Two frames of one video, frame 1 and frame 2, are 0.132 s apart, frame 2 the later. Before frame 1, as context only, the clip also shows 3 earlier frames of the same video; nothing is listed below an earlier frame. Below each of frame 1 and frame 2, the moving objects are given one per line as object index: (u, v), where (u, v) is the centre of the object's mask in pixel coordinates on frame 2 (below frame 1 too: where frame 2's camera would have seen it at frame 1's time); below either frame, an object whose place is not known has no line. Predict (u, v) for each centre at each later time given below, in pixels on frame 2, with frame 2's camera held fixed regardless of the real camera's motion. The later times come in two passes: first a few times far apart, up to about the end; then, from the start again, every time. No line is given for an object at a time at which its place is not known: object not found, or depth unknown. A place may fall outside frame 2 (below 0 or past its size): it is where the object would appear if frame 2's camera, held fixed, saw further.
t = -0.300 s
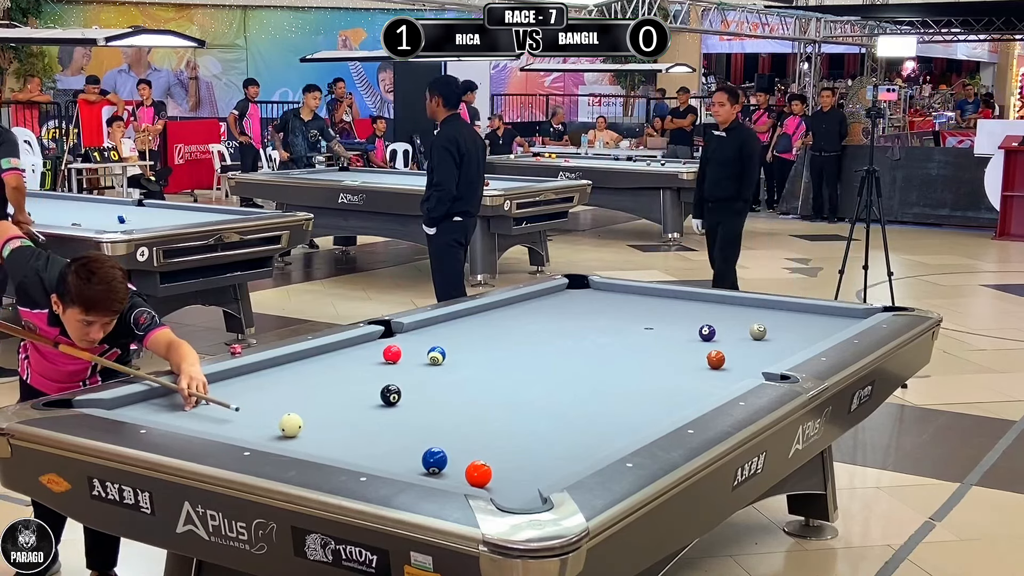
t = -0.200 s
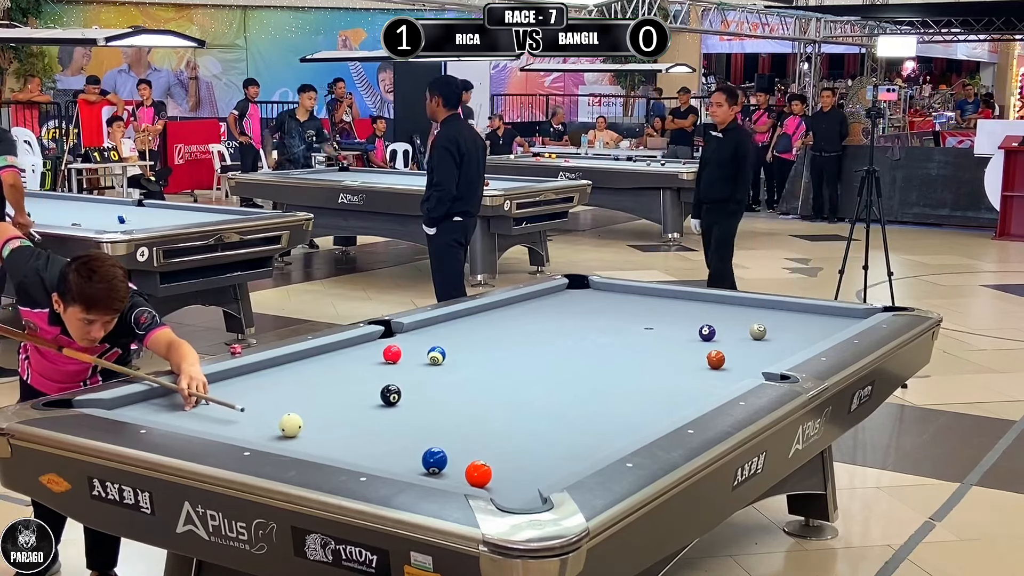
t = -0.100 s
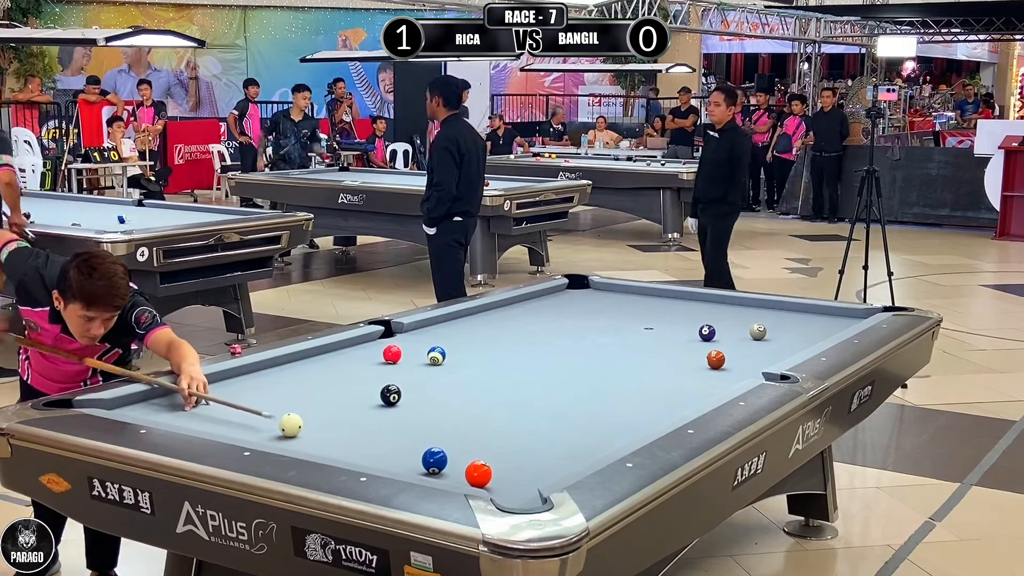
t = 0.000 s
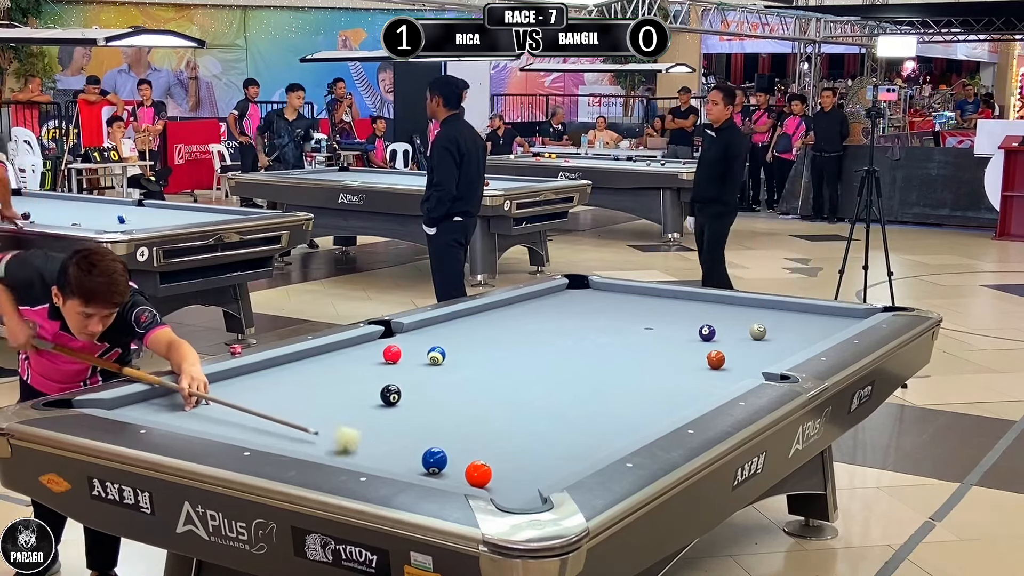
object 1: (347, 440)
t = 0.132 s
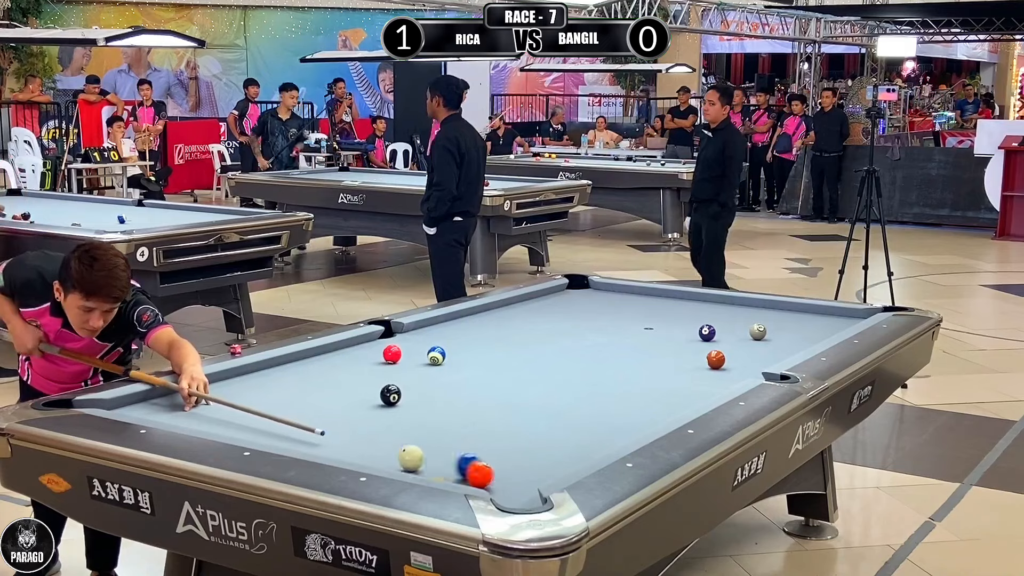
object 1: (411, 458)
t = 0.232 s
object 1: (415, 462)
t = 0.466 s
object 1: (434, 471)
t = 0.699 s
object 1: (467, 479)
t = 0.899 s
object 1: (507, 490)
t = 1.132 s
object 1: (513, 490)
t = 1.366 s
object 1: (498, 487)
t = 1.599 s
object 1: (485, 482)
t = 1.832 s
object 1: (473, 479)
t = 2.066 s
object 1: (463, 477)
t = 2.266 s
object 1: (457, 476)
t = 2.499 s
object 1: (451, 474)
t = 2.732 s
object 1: (447, 474)
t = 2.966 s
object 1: (445, 473)
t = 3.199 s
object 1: (446, 473)
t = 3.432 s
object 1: (446, 473)
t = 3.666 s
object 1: (446, 473)
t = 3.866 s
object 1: (446, 473)
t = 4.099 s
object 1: (446, 473)
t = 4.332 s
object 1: (446, 473)
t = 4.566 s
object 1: (446, 473)
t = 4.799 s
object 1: (446, 473)
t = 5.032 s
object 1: (446, 473)
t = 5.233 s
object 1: (447, 473)
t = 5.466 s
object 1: (447, 473)
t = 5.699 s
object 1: (447, 473)
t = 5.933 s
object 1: (447, 473)
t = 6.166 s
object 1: (447, 474)
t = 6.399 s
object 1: (447, 473)
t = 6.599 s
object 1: (447, 473)
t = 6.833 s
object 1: (447, 473)
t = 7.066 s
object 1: (447, 473)
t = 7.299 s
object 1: (447, 473)
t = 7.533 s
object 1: (447, 473)
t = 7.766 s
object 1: (447, 473)
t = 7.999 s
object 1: (447, 473)
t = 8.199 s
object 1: (447, 473)
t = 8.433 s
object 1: (447, 473)
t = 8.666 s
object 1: (447, 473)
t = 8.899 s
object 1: (447, 473)
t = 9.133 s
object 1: (447, 473)
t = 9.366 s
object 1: (446, 473)
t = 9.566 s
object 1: (447, 473)
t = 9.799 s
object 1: (447, 473)
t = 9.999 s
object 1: (447, 473)
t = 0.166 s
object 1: (411, 460)
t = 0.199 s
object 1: (413, 461)
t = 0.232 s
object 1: (415, 462)
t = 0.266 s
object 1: (418, 464)
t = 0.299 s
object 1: (421, 465)
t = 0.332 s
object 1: (423, 466)
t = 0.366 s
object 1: (426, 467)
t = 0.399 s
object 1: (429, 468)
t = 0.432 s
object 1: (432, 470)
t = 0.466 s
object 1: (434, 471)
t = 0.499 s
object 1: (438, 472)
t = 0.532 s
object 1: (440, 473)
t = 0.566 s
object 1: (444, 475)
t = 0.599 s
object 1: (448, 475)
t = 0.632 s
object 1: (456, 477)
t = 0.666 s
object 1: (462, 477)
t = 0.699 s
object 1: (467, 479)
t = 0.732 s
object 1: (474, 480)
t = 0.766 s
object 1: (482, 481)
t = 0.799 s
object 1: (490, 484)
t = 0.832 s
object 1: (495, 487)
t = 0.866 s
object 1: (500, 488)
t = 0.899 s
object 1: (507, 490)
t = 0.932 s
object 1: (514, 491)
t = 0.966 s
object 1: (520, 492)
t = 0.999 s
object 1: (524, 492)
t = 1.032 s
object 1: (520, 492)
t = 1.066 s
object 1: (518, 492)
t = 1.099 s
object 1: (515, 491)
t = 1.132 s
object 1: (513, 490)
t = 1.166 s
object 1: (511, 490)
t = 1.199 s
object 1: (509, 489)
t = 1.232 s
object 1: (507, 489)
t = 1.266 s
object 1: (504, 488)
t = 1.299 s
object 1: (502, 488)
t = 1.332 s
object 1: (500, 487)
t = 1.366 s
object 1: (498, 487)
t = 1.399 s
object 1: (496, 486)
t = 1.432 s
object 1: (494, 485)
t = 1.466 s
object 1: (493, 484)
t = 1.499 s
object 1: (491, 484)
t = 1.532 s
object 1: (489, 483)
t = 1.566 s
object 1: (487, 482)
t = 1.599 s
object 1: (485, 482)
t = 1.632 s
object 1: (484, 481)
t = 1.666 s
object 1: (482, 481)
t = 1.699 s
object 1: (480, 480)
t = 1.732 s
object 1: (478, 480)
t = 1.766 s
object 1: (476, 479)
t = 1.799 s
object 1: (474, 479)
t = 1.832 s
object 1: (473, 479)
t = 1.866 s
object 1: (471, 479)
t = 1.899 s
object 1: (470, 478)
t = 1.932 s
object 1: (468, 478)
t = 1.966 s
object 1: (467, 478)
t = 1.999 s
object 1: (466, 477)
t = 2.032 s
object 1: (464, 477)
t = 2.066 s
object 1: (463, 477)
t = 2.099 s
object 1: (462, 477)
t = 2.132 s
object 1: (461, 476)
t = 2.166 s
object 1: (460, 476)
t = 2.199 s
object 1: (459, 476)
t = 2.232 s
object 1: (458, 476)
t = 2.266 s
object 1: (457, 476)
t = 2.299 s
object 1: (457, 476)
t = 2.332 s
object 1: (456, 476)
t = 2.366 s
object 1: (454, 475)
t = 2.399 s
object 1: (453, 475)
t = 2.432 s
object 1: (452, 475)
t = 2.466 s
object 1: (451, 474)
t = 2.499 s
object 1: (451, 474)
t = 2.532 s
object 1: (450, 474)
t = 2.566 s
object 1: (450, 474)
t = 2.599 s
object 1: (449, 474)
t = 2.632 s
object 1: (449, 474)
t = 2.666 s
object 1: (448, 474)
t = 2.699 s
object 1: (448, 474)
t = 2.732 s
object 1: (447, 474)
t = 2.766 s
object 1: (446, 473)
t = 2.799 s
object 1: (446, 473)
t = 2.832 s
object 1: (447, 473)
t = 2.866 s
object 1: (446, 473)
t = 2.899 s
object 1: (446, 473)
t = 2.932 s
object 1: (446, 473)
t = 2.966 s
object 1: (445, 473)
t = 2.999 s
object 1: (445, 473)
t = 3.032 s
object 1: (445, 473)
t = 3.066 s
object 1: (445, 473)
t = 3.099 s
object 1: (446, 473)
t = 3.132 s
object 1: (445, 473)
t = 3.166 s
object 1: (445, 473)
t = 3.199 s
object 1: (446, 473)
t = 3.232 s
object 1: (446, 473)
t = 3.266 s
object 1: (446, 473)
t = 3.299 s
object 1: (446, 473)
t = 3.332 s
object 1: (446, 473)
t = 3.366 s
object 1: (446, 473)
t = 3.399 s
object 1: (446, 473)
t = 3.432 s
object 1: (446, 473)
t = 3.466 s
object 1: (446, 473)
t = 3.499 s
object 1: (446, 473)
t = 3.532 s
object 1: (446, 473)
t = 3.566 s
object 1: (446, 473)
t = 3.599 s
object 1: (446, 473)
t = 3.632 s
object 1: (446, 473)
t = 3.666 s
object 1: (446, 473)
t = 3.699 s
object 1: (446, 473)
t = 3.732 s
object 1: (446, 473)
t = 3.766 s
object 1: (446, 473)
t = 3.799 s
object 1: (446, 473)
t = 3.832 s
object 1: (446, 473)
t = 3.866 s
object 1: (446, 473)
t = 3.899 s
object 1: (446, 473)
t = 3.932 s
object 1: (446, 473)
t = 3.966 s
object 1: (446, 473)
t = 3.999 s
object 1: (446, 473)
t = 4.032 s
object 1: (446, 473)
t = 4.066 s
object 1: (446, 473)
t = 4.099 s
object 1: (446, 473)
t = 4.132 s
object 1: (446, 473)
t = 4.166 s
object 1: (446, 473)
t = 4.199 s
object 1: (446, 473)
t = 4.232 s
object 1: (446, 473)
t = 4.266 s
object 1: (446, 473)
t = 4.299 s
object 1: (446, 473)
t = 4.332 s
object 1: (446, 473)
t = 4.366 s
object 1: (446, 473)
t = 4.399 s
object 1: (446, 473)
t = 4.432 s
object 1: (446, 473)
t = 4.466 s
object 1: (446, 473)
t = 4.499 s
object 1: (446, 473)
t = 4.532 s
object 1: (446, 473)
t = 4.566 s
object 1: (446, 473)
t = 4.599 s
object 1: (446, 473)
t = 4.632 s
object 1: (446, 473)
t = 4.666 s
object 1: (446, 473)
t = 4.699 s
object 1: (446, 473)
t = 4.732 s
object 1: (446, 473)
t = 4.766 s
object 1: (446, 473)
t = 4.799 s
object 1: (446, 473)
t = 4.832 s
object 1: (447, 473)
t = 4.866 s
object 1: (446, 473)
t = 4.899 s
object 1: (447, 473)
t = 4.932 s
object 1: (446, 473)
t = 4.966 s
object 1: (446, 473)
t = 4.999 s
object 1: (446, 473)
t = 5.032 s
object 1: (446, 473)
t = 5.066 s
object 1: (446, 473)
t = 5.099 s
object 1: (446, 473)
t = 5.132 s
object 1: (446, 473)
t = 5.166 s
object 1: (447, 473)
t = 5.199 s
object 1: (447, 473)
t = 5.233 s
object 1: (447, 473)
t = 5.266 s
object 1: (447, 473)
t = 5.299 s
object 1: (447, 473)
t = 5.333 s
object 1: (447, 473)
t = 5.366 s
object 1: (447, 473)
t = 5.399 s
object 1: (447, 473)
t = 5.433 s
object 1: (447, 473)
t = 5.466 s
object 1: (447, 473)
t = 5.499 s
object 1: (447, 473)
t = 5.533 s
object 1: (447, 473)
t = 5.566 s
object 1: (447, 473)
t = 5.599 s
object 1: (447, 473)
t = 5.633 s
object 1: (447, 473)
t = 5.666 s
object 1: (447, 473)
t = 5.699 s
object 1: (447, 473)
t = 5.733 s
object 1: (447, 473)
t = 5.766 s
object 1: (447, 473)
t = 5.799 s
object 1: (447, 473)
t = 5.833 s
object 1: (447, 473)
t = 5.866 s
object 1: (447, 473)
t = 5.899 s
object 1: (447, 473)
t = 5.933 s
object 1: (447, 473)
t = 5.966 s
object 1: (447, 473)
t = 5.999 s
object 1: (447, 473)
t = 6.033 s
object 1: (447, 473)
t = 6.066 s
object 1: (447, 473)
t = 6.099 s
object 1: (447, 473)
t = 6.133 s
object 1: (447, 473)
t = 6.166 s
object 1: (447, 474)
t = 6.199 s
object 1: (447, 473)
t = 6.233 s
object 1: (447, 473)
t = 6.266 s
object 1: (447, 473)
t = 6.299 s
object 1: (447, 473)
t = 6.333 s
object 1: (446, 473)
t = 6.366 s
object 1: (447, 473)
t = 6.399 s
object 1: (447, 473)
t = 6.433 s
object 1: (447, 473)
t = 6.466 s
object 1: (447, 473)
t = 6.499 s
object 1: (447, 473)
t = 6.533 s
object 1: (447, 473)
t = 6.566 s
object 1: (447, 473)
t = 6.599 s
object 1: (447, 473)
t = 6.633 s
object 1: (447, 473)
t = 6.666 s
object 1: (447, 473)
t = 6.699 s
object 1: (447, 473)
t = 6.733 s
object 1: (447, 473)
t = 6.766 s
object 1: (447, 473)
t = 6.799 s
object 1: (447, 473)
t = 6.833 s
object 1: (447, 473)
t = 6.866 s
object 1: (447, 473)
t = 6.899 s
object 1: (447, 473)
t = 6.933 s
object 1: (447, 473)
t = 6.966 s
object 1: (447, 473)
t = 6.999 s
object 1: (447, 473)
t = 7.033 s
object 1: (446, 473)
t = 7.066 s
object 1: (447, 473)
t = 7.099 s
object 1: (447, 473)
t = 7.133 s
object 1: (447, 473)
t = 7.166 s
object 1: (447, 473)
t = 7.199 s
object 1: (447, 473)
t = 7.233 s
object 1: (447, 473)
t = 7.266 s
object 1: (447, 473)
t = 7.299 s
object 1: (447, 473)
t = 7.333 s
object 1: (447, 473)
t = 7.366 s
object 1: (447, 473)
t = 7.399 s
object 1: (447, 473)
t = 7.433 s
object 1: (447, 473)
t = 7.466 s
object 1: (447, 473)
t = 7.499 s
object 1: (447, 473)
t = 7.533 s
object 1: (447, 473)
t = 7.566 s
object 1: (447, 473)
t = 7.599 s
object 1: (447, 473)
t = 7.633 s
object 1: (447, 473)
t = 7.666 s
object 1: (447, 473)
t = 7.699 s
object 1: (447, 473)
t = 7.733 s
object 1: (447, 473)
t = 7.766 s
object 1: (447, 473)
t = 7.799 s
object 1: (447, 473)
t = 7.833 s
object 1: (447, 473)
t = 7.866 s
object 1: (447, 473)
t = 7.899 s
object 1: (447, 473)
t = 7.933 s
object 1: (447, 473)
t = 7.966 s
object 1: (447, 473)
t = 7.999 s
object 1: (447, 473)
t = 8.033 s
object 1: (447, 473)
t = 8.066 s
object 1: (447, 473)
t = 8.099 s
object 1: (446, 473)
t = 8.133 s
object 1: (447, 473)
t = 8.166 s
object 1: (447, 473)
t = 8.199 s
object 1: (447, 473)
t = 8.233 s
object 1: (447, 473)
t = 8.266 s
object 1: (447, 473)
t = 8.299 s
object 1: (447, 473)
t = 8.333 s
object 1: (447, 473)
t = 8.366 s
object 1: (447, 473)
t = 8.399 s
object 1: (447, 473)
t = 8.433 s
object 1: (447, 473)
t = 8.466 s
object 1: (447, 473)
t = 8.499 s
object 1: (447, 473)
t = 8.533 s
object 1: (447, 473)
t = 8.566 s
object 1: (447, 473)
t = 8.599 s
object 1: (447, 473)
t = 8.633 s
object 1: (447, 473)
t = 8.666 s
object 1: (447, 473)
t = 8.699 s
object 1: (447, 473)
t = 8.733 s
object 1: (447, 473)
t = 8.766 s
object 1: (447, 473)
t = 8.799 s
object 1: (447, 473)
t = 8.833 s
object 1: (447, 473)
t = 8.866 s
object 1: (447, 473)
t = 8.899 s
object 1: (447, 473)
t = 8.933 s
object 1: (447, 473)
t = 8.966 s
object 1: (447, 473)
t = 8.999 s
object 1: (447, 473)
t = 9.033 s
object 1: (447, 473)
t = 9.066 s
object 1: (447, 473)
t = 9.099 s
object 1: (447, 473)
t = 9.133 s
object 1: (447, 473)
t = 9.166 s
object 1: (447, 473)
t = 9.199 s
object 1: (447, 473)
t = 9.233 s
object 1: (447, 473)
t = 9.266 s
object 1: (447, 473)
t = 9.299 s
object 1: (447, 473)
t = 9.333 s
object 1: (447, 473)
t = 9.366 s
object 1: (446, 473)
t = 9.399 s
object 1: (447, 473)
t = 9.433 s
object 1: (447, 473)
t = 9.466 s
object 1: (447, 473)
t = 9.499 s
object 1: (447, 473)
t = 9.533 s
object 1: (447, 473)
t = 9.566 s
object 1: (447, 473)
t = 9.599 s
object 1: (447, 473)
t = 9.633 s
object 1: (447, 473)
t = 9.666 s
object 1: (447, 473)
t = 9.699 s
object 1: (447, 473)
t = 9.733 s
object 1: (447, 473)
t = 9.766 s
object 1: (447, 473)
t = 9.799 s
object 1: (447, 473)
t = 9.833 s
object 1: (447, 473)
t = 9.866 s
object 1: (447, 473)
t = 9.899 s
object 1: (447, 473)
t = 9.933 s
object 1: (447, 473)
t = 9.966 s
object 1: (447, 473)
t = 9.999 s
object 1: (447, 473)
